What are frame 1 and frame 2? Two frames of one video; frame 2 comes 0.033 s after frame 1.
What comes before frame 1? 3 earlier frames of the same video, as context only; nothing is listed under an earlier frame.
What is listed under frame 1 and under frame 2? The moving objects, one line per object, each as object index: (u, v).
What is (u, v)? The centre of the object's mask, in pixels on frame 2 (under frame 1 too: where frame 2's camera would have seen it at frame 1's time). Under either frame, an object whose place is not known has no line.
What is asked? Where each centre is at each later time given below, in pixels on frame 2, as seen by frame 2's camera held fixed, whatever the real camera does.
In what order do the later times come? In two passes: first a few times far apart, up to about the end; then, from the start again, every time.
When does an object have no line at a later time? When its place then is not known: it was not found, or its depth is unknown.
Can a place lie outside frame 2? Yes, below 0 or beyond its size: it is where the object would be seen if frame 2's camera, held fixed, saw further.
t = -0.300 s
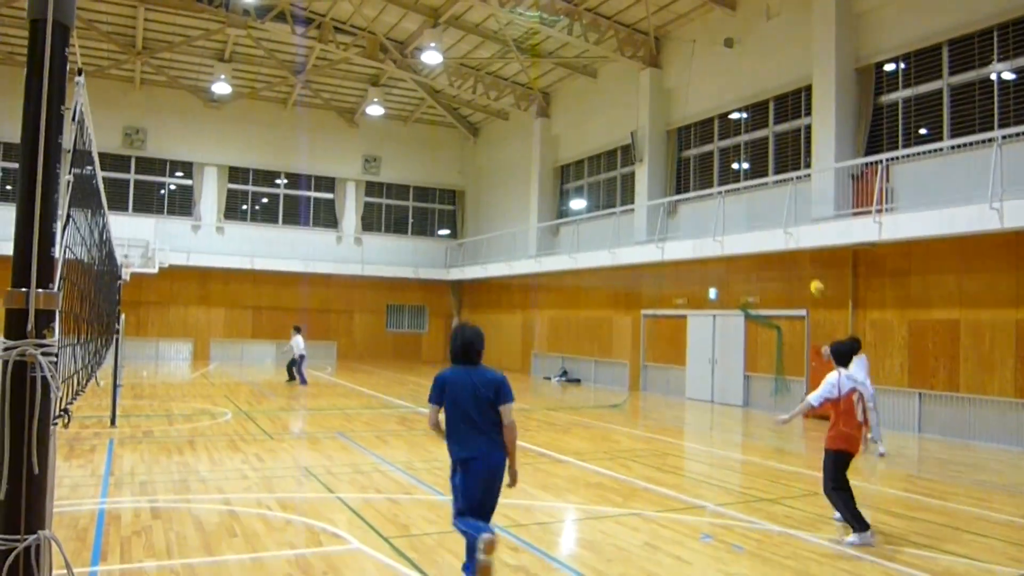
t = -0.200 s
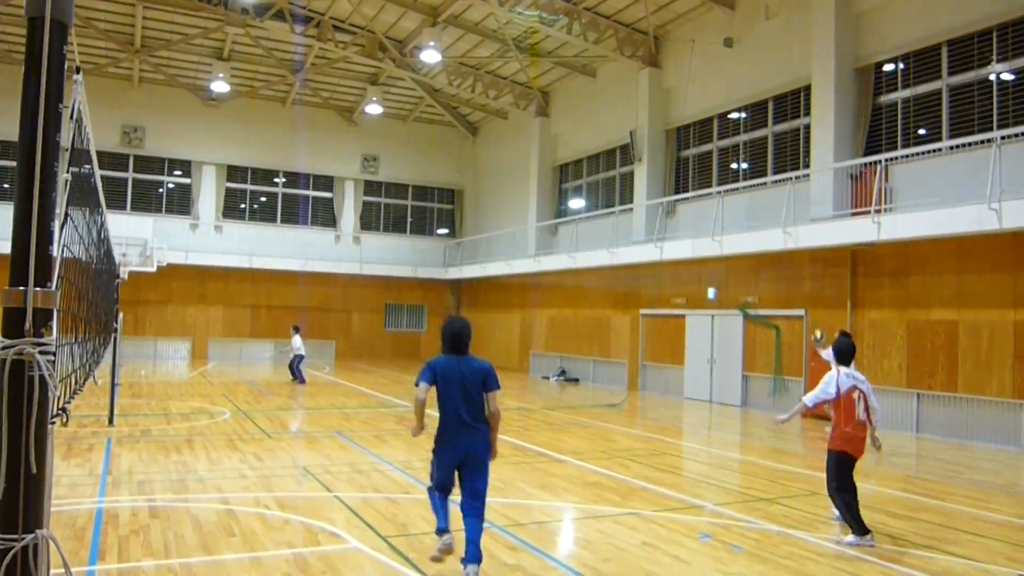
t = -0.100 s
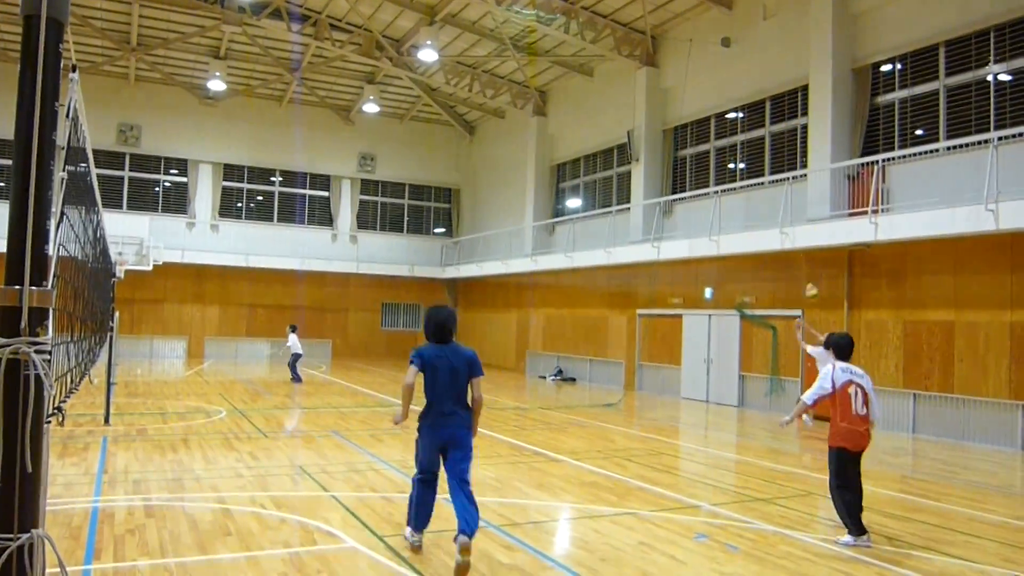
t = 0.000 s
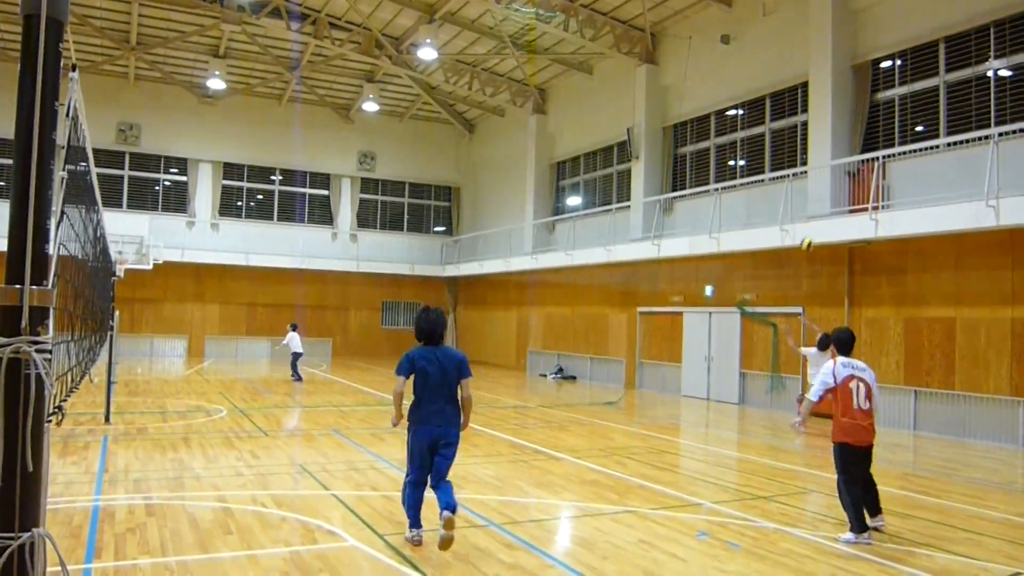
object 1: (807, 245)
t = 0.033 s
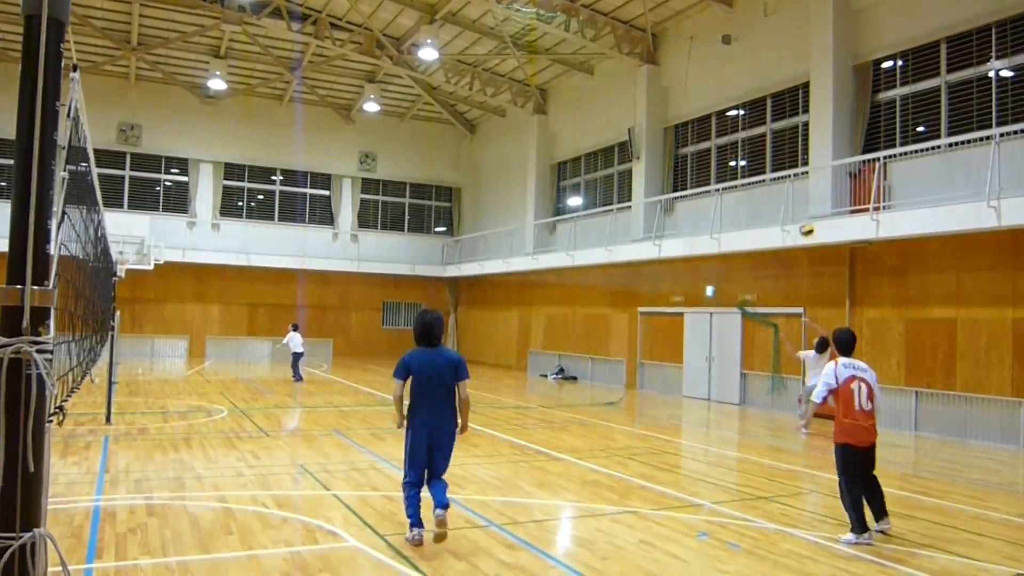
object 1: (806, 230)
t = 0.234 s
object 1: (797, 158)
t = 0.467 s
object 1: (786, 103)
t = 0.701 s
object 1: (774, 88)
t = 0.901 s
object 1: (763, 114)
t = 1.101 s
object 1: (749, 184)
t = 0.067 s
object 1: (805, 216)
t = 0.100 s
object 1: (803, 203)
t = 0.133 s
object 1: (802, 191)
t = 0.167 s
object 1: (801, 180)
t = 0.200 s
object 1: (799, 168)
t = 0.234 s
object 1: (797, 158)
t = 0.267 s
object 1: (795, 148)
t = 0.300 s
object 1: (794, 139)
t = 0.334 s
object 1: (792, 129)
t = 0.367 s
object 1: (790, 121)
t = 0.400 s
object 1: (789, 114)
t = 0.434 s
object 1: (788, 108)
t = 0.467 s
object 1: (786, 103)
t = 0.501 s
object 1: (784, 98)
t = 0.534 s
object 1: (782, 94)
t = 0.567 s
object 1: (781, 91)
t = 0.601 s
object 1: (780, 90)
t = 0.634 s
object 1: (778, 88)
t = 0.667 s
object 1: (776, 87)
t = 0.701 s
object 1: (774, 88)
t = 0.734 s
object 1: (773, 90)
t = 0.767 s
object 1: (771, 92)
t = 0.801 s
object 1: (768, 95)
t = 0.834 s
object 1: (767, 100)
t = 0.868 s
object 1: (765, 107)
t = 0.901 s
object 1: (763, 114)
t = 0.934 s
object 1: (760, 121)
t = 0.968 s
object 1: (758, 132)
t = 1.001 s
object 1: (756, 144)
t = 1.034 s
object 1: (754, 156)
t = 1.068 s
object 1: (751, 168)
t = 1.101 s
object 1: (749, 184)
